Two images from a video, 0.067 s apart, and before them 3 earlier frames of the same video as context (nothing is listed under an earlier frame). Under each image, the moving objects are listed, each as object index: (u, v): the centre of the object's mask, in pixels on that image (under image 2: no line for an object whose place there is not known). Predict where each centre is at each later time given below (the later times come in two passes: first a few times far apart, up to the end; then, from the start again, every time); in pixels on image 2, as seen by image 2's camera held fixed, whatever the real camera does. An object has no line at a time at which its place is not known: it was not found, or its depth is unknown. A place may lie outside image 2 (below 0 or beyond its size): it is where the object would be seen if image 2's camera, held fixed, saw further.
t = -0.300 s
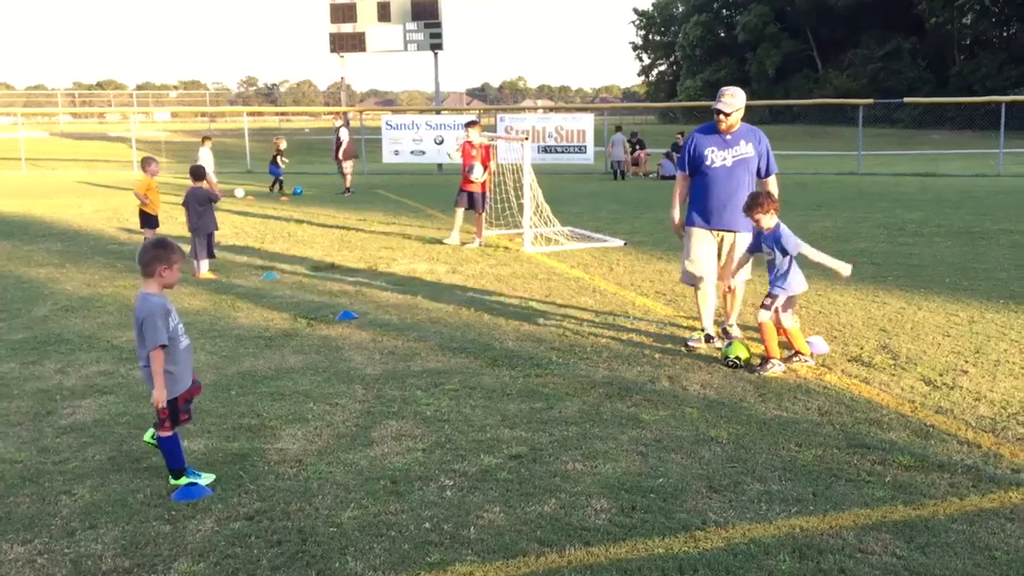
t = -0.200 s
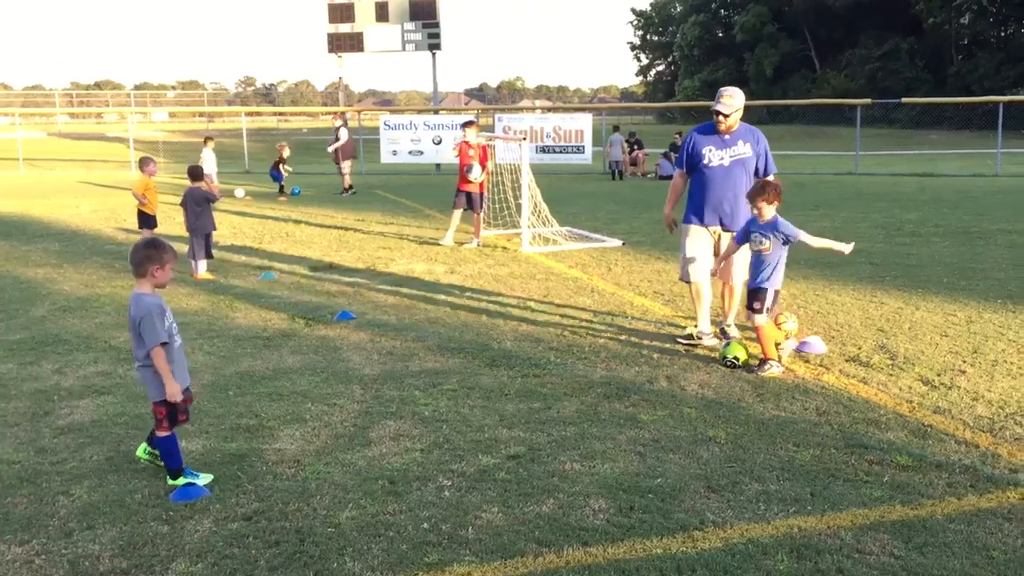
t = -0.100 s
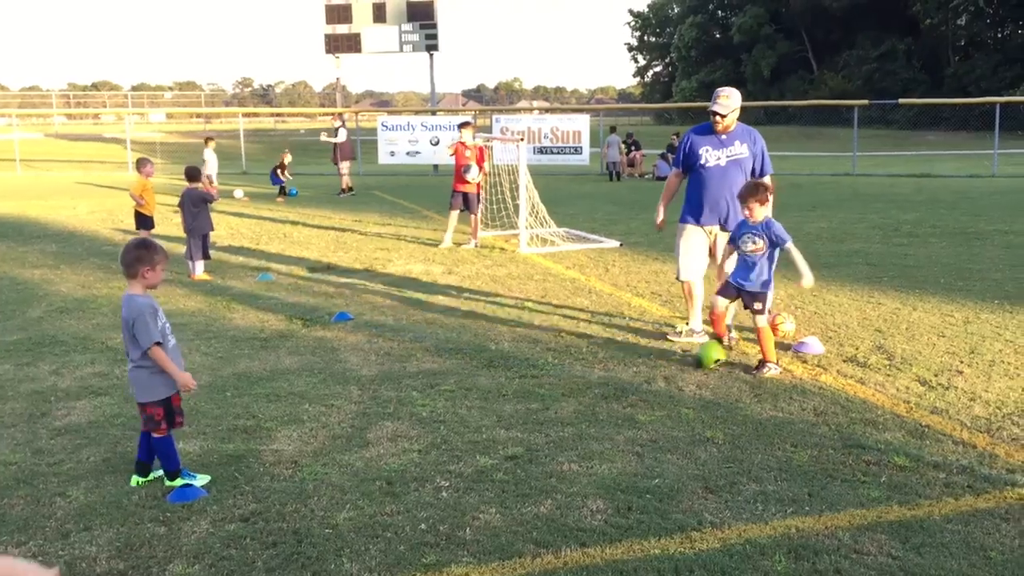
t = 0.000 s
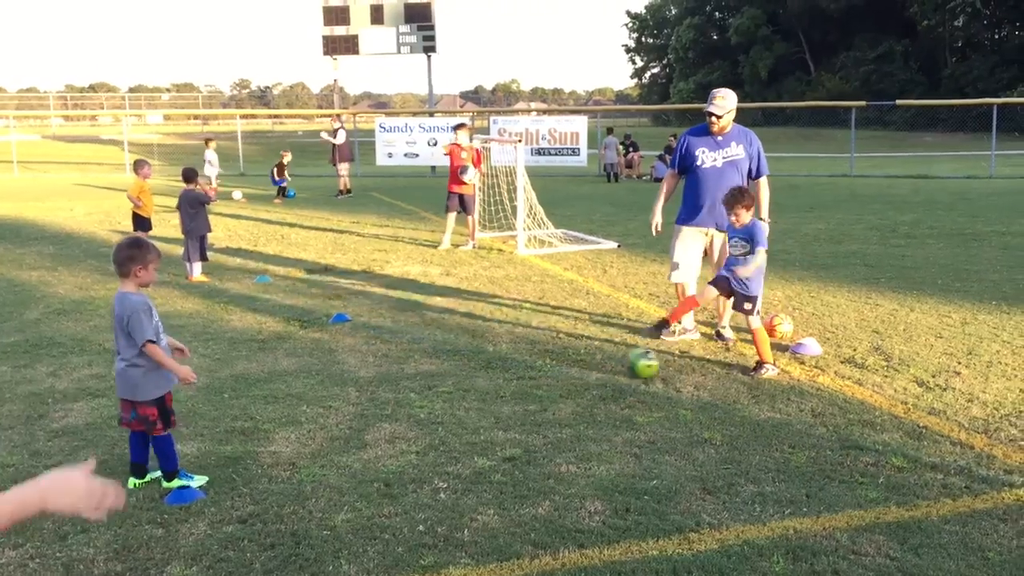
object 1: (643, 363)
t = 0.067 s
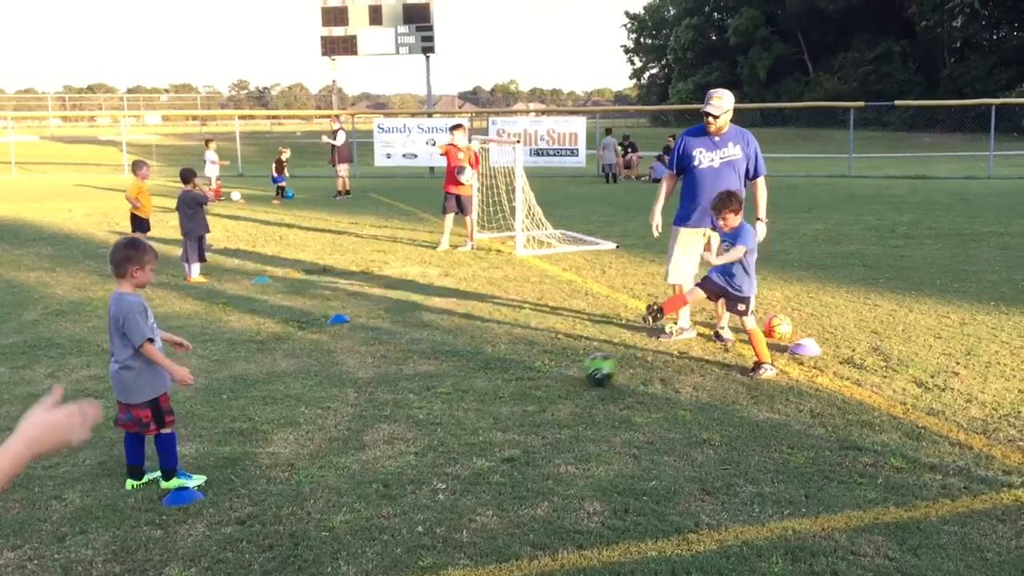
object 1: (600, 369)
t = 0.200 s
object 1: (518, 385)
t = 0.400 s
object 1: (400, 402)
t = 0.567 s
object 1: (302, 421)
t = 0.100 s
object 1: (577, 375)
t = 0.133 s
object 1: (556, 380)
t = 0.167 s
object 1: (537, 384)
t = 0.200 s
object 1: (518, 385)
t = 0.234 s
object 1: (498, 388)
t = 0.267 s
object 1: (479, 392)
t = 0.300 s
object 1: (458, 398)
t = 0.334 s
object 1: (439, 400)
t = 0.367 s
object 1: (420, 401)
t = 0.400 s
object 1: (400, 402)
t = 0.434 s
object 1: (381, 407)
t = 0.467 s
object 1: (360, 413)
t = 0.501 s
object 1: (342, 416)
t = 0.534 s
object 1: (321, 418)
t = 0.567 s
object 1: (302, 421)
